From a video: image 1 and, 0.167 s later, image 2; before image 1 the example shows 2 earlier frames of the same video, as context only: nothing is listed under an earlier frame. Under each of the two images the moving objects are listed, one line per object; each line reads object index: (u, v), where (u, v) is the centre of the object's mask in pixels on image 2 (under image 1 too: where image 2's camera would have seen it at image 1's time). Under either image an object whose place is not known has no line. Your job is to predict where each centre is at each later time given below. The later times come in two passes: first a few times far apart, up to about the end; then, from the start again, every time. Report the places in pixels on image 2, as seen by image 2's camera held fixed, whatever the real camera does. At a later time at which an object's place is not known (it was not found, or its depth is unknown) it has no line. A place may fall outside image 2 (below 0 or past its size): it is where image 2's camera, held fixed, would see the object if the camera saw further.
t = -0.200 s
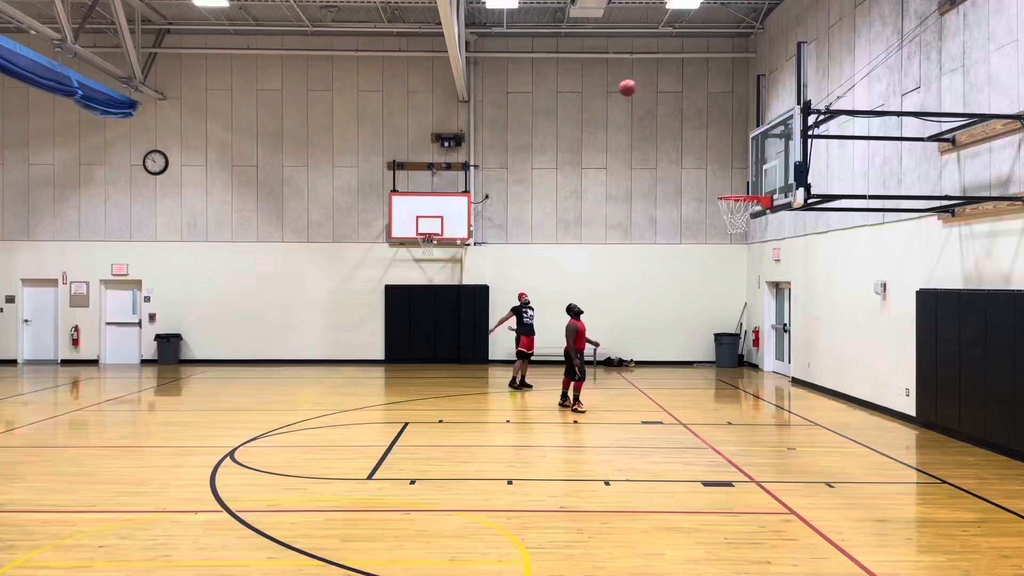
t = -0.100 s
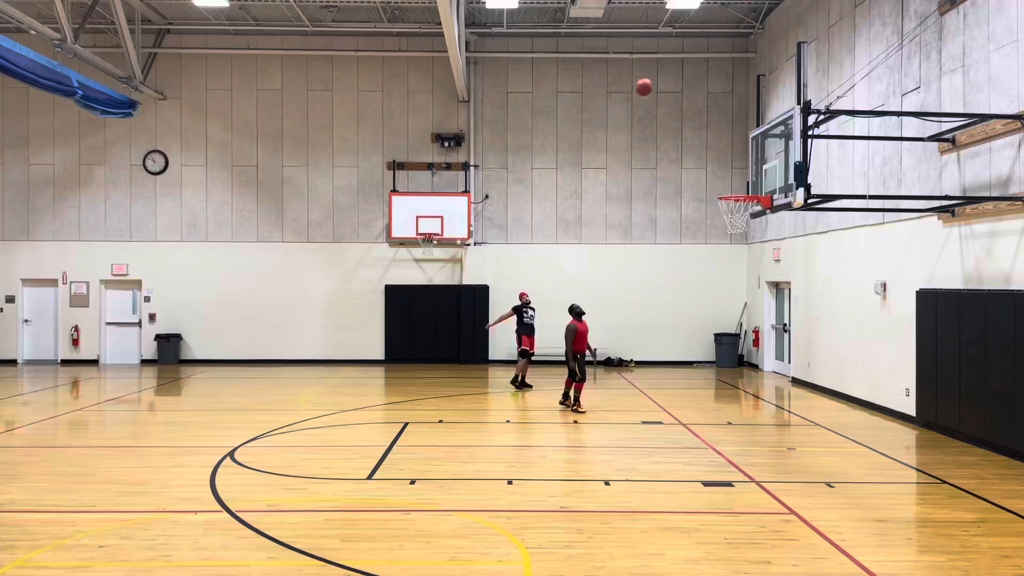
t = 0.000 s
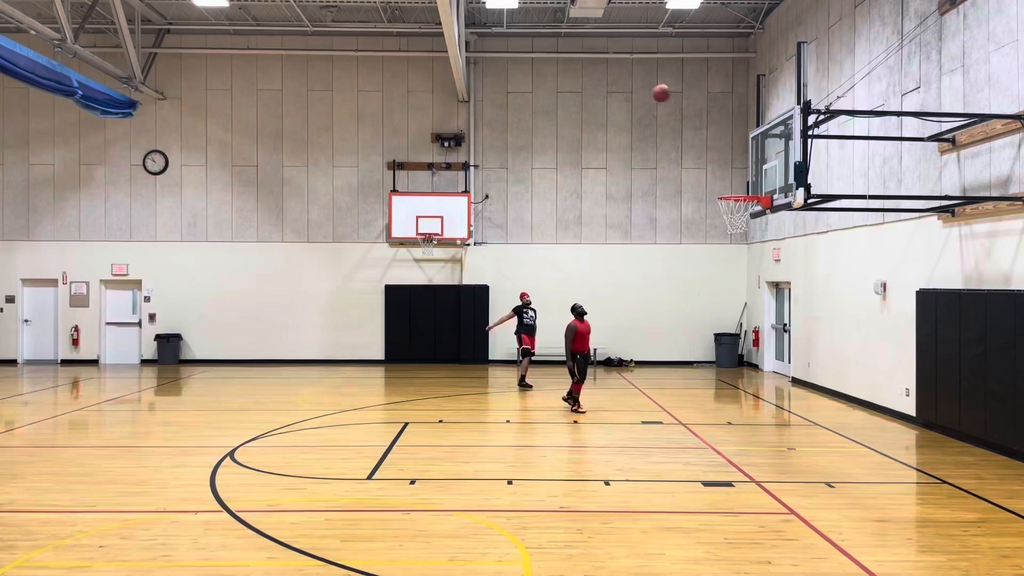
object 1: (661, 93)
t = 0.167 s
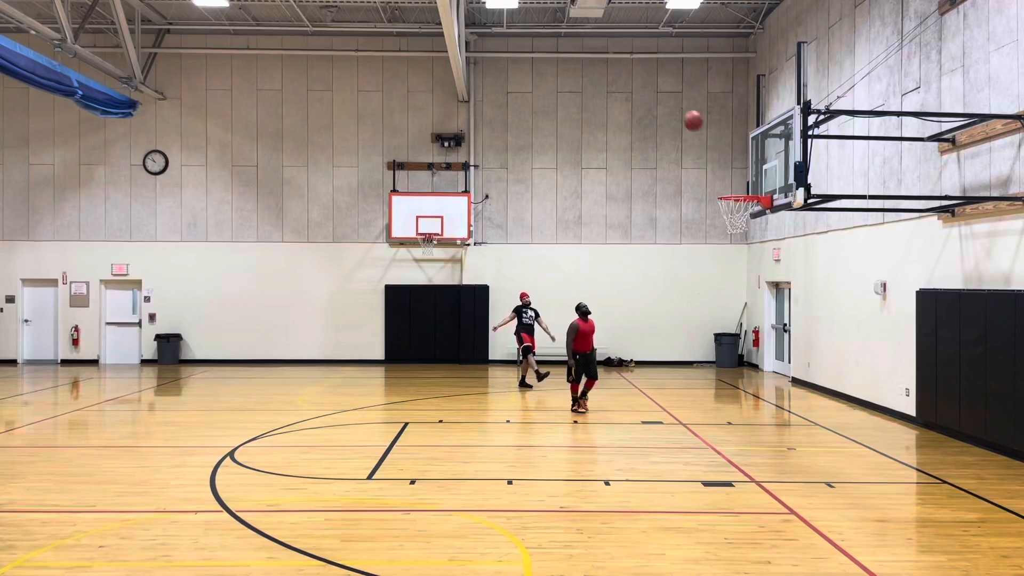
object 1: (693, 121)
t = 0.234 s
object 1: (707, 138)
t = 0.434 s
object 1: (743, 178)
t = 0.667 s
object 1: (735, 156)
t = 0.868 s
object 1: (702, 169)
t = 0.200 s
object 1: (700, 129)
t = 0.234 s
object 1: (707, 138)
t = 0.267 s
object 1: (714, 149)
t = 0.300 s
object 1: (720, 161)
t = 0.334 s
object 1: (728, 174)
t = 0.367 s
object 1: (735, 187)
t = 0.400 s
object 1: (739, 184)
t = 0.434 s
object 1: (743, 178)
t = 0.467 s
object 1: (746, 172)
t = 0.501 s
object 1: (750, 168)
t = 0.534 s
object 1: (753, 164)
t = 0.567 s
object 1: (751, 160)
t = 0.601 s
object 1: (745, 158)
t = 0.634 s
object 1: (740, 157)
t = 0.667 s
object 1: (735, 156)
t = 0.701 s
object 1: (729, 156)
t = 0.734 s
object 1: (724, 157)
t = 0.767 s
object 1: (718, 159)
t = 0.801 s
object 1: (713, 162)
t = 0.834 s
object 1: (708, 165)
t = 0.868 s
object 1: (702, 169)
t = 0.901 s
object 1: (697, 174)
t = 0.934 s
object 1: (692, 180)
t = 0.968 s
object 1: (687, 187)
